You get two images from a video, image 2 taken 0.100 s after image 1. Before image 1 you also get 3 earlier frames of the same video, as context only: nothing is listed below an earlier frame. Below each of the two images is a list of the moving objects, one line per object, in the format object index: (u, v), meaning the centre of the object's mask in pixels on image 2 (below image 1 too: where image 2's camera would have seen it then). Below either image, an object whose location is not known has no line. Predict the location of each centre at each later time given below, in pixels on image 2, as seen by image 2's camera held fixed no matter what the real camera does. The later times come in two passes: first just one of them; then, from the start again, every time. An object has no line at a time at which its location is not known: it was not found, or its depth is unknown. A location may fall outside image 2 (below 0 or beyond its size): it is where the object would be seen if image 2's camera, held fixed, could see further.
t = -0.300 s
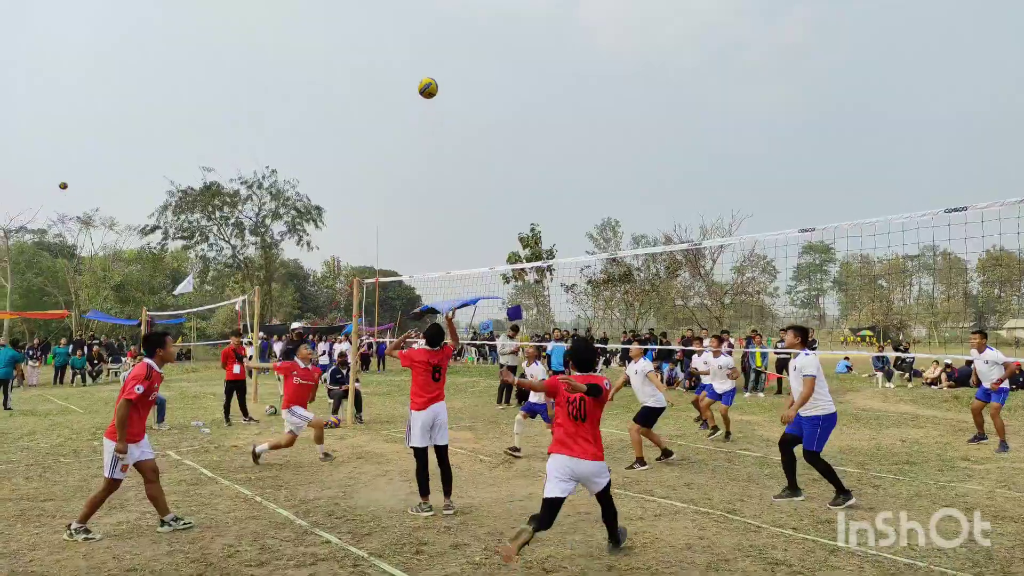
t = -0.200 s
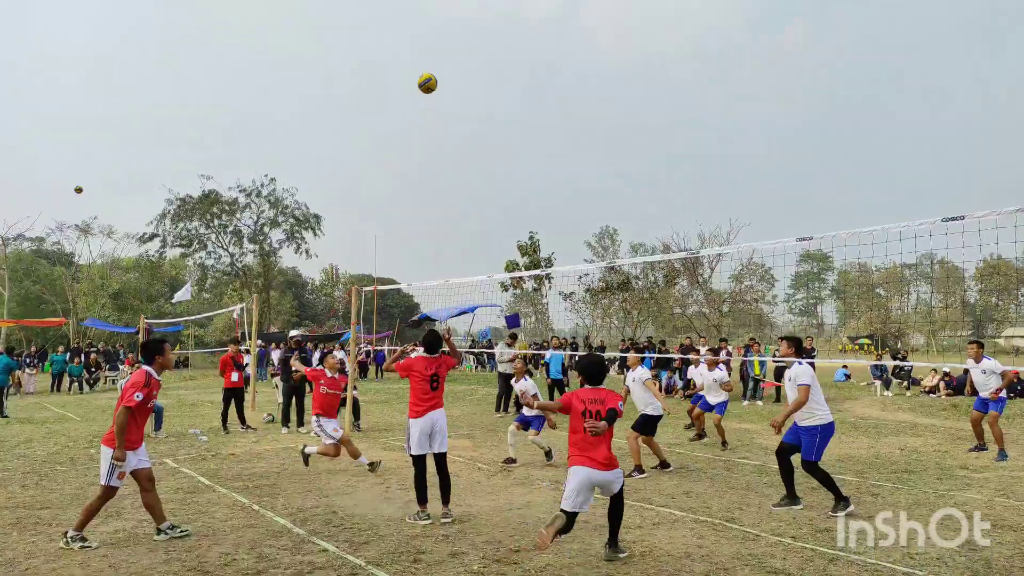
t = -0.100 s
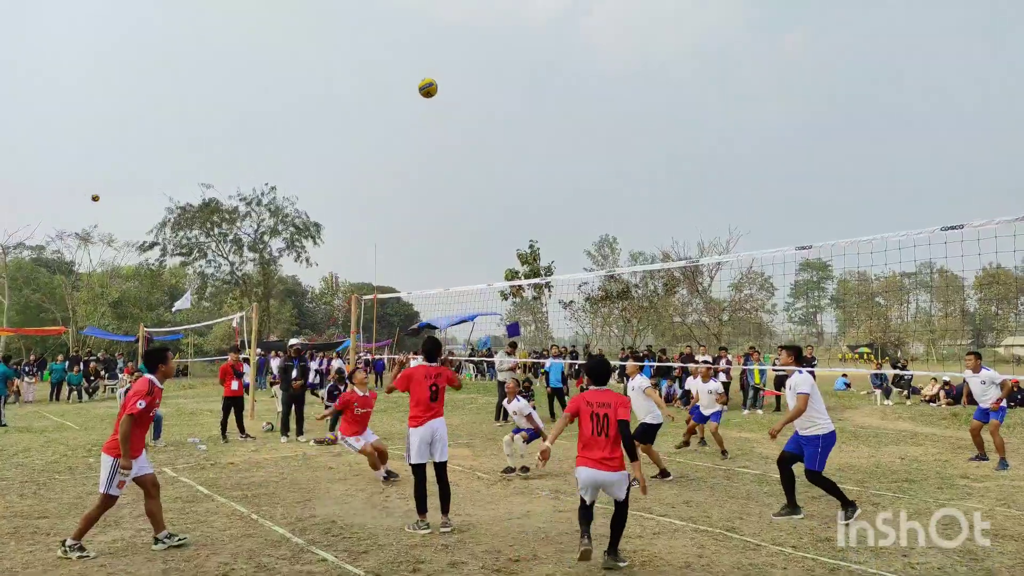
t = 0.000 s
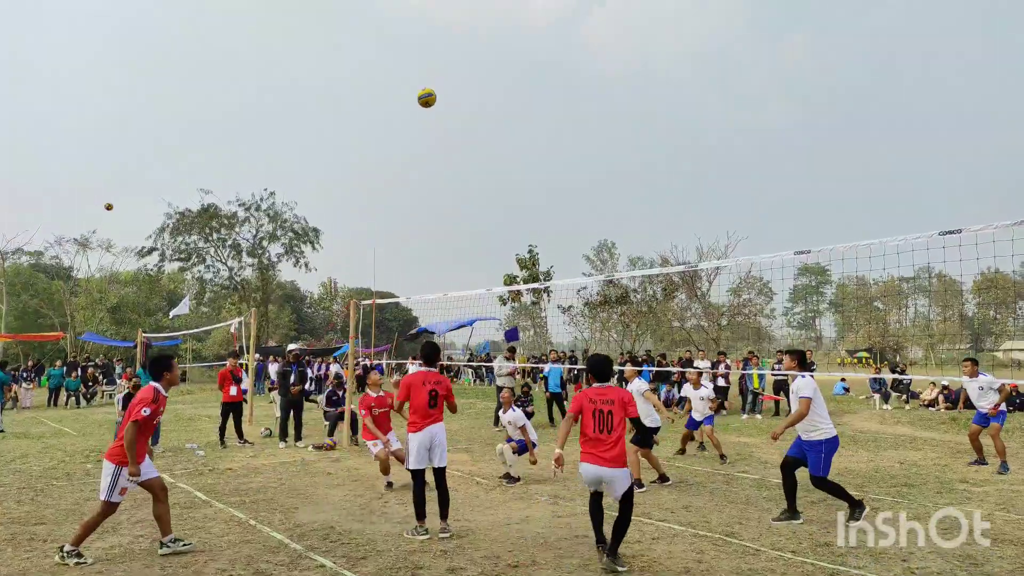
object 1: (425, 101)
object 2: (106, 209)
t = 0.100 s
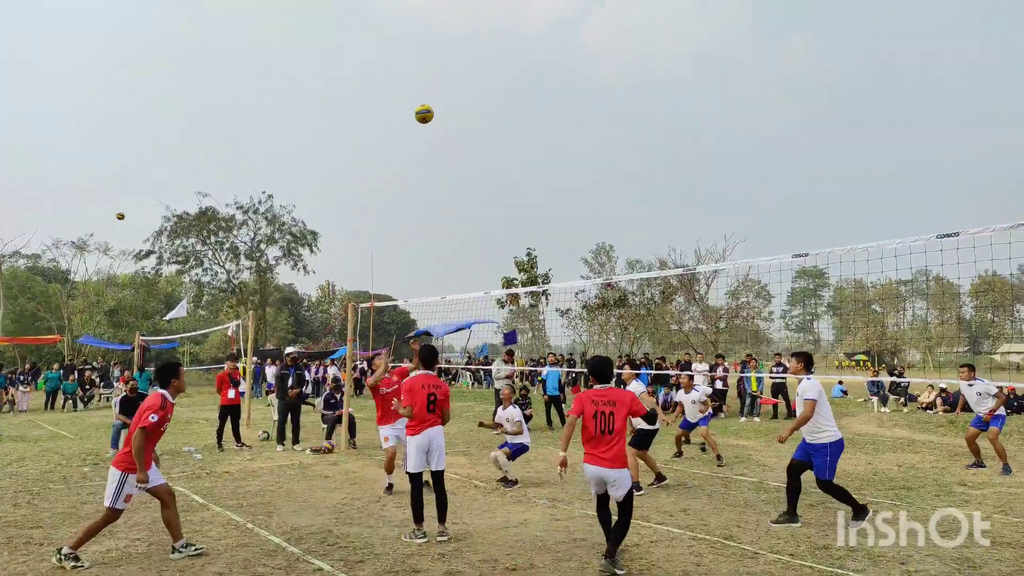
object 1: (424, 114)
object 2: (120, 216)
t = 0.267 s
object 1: (422, 154)
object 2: (142, 234)
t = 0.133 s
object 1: (423, 120)
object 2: (124, 219)
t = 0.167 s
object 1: (423, 127)
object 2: (129, 222)
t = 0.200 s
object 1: (423, 135)
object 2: (133, 226)
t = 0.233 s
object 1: (422, 145)
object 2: (137, 230)
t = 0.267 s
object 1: (422, 154)
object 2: (142, 234)
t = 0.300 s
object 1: (421, 164)
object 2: (146, 239)
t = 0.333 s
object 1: (420, 176)
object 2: (150, 244)
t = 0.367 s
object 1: (420, 188)
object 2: (153, 249)
